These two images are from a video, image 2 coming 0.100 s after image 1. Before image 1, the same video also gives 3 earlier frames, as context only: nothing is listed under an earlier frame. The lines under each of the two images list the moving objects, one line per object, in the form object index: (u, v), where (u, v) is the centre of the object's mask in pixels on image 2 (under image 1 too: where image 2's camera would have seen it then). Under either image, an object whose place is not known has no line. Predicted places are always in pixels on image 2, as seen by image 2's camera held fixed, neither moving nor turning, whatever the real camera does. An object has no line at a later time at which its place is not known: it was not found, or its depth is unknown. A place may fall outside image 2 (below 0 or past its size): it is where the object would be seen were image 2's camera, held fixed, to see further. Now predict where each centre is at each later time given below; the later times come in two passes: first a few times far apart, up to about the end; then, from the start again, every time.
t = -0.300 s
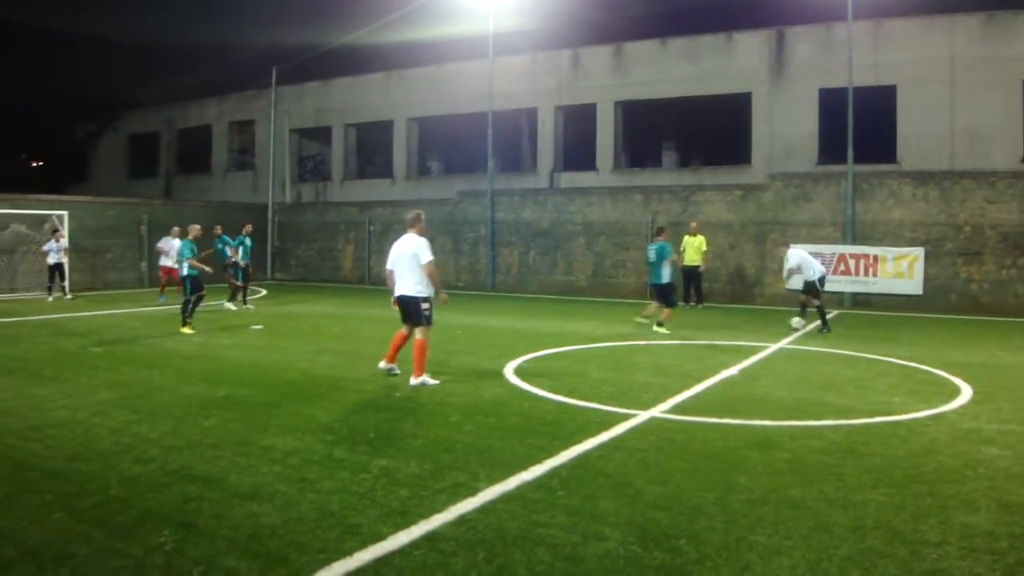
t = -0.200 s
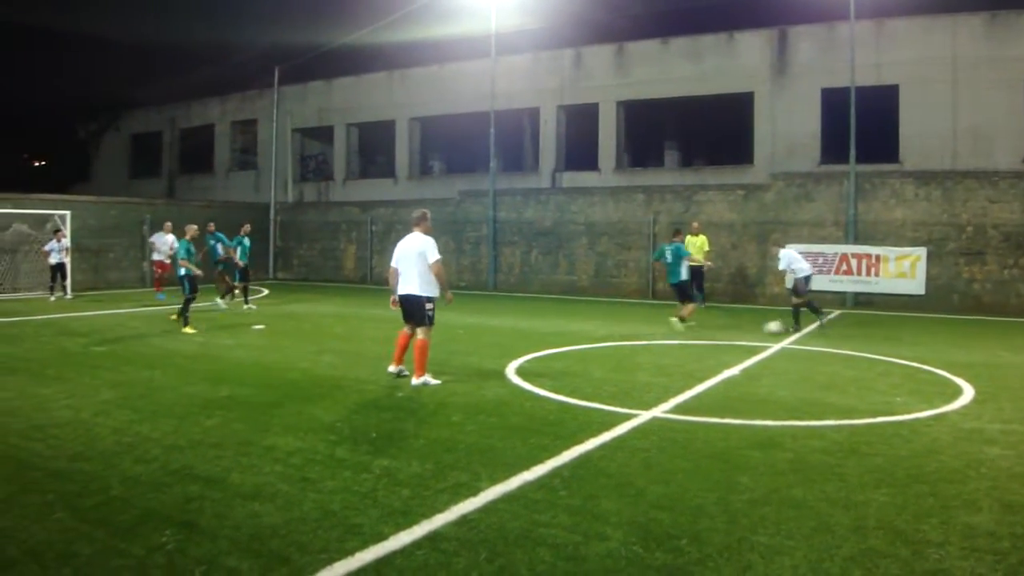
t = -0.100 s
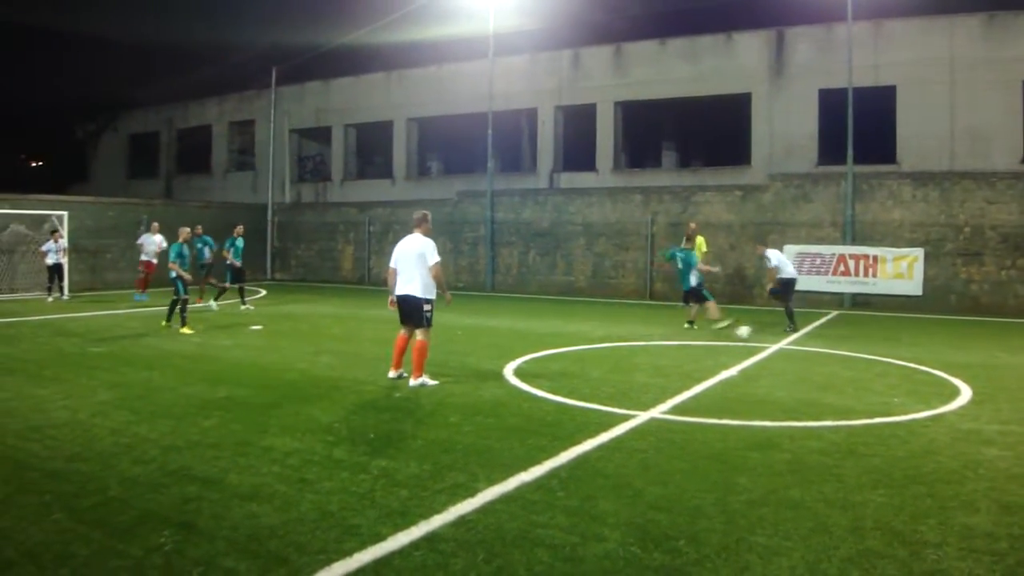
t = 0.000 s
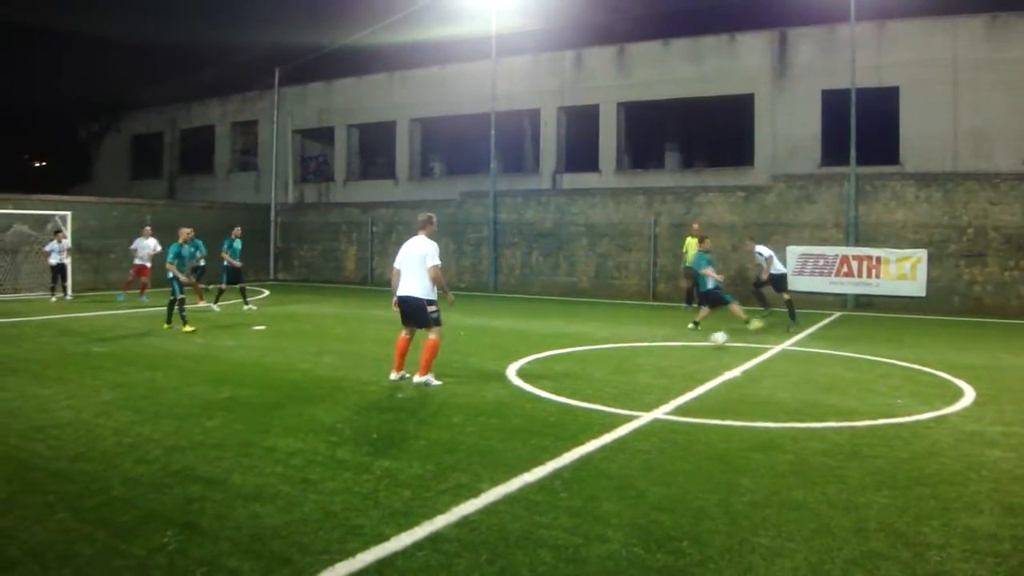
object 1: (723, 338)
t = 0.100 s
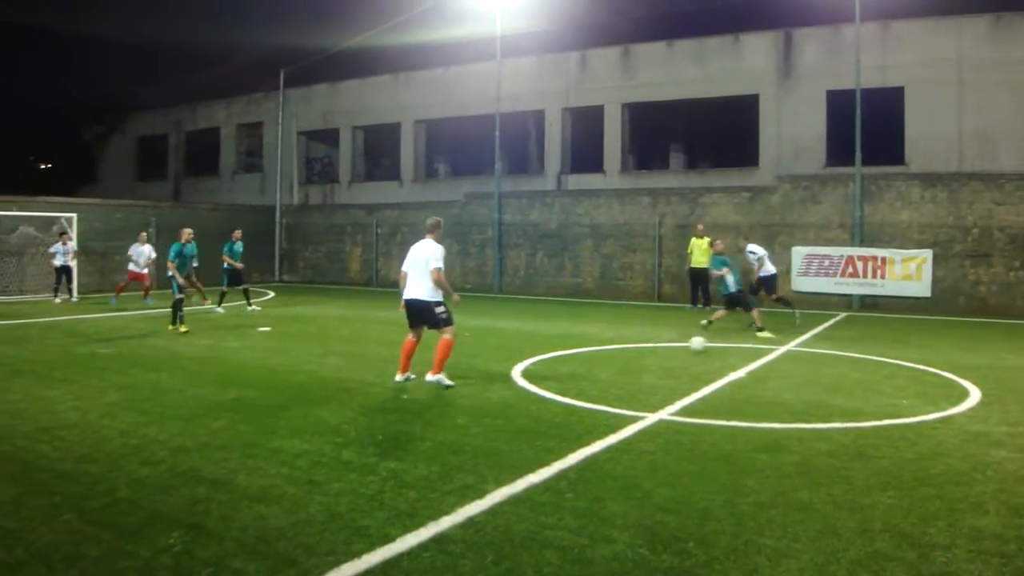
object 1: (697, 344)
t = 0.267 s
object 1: (654, 353)
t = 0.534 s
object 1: (580, 367)
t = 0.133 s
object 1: (688, 345)
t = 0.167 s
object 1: (680, 347)
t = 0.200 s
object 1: (672, 350)
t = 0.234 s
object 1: (663, 352)
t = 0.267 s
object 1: (654, 353)
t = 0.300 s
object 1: (646, 354)
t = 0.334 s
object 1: (638, 356)
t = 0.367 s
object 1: (629, 358)
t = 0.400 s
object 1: (619, 360)
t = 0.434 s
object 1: (610, 361)
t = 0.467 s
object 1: (600, 362)
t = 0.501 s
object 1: (590, 364)
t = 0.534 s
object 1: (580, 367)
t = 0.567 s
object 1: (571, 367)
